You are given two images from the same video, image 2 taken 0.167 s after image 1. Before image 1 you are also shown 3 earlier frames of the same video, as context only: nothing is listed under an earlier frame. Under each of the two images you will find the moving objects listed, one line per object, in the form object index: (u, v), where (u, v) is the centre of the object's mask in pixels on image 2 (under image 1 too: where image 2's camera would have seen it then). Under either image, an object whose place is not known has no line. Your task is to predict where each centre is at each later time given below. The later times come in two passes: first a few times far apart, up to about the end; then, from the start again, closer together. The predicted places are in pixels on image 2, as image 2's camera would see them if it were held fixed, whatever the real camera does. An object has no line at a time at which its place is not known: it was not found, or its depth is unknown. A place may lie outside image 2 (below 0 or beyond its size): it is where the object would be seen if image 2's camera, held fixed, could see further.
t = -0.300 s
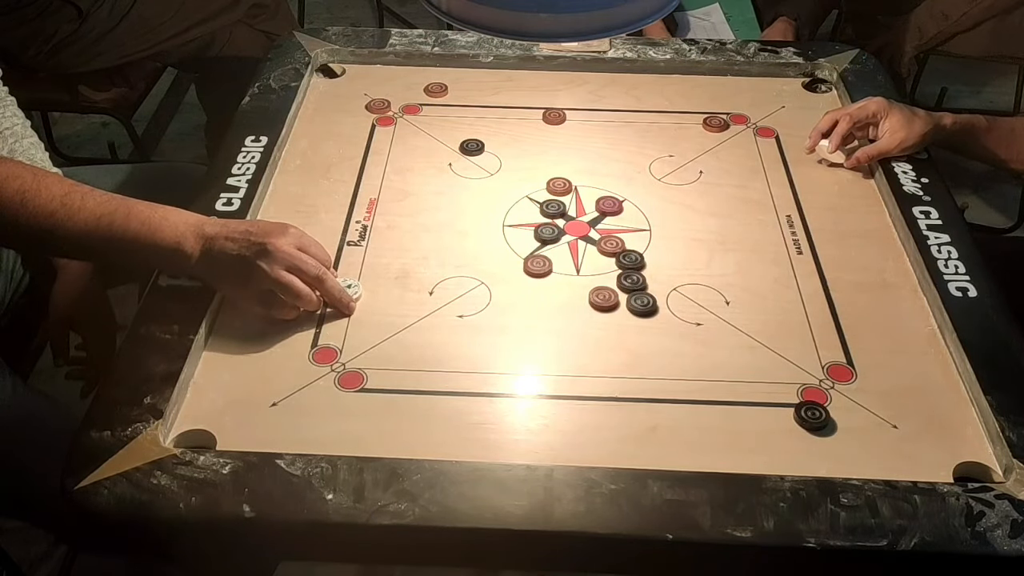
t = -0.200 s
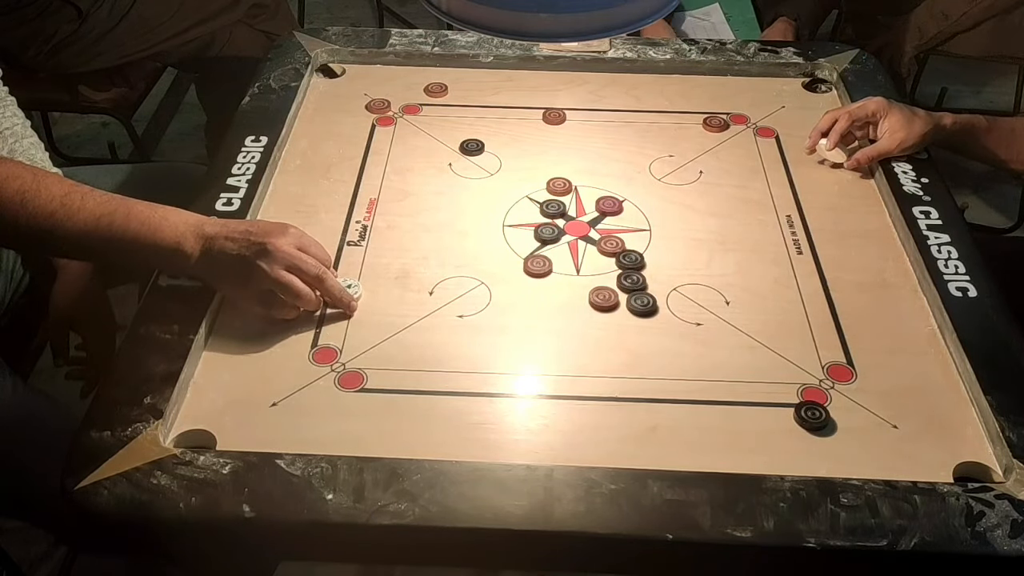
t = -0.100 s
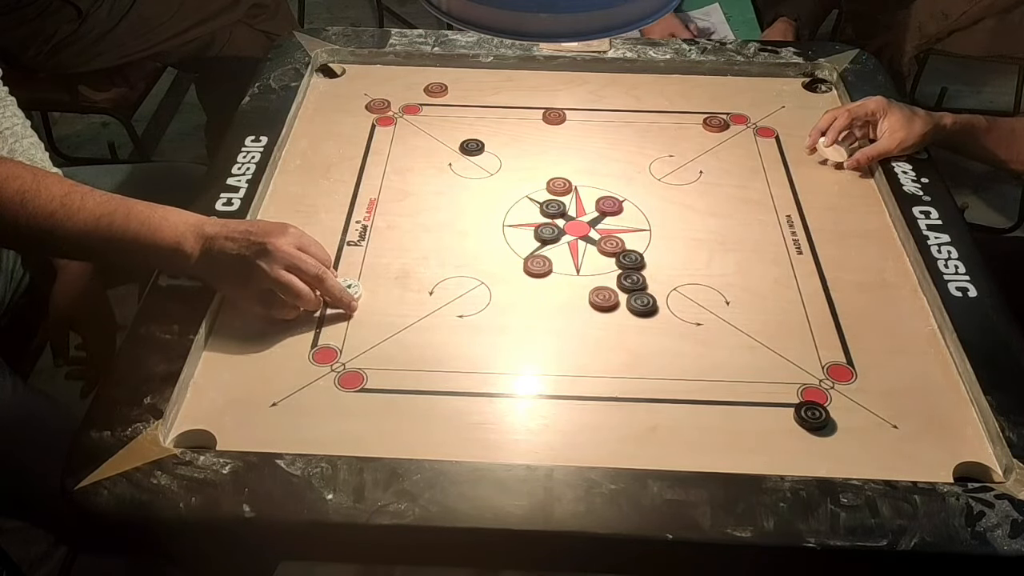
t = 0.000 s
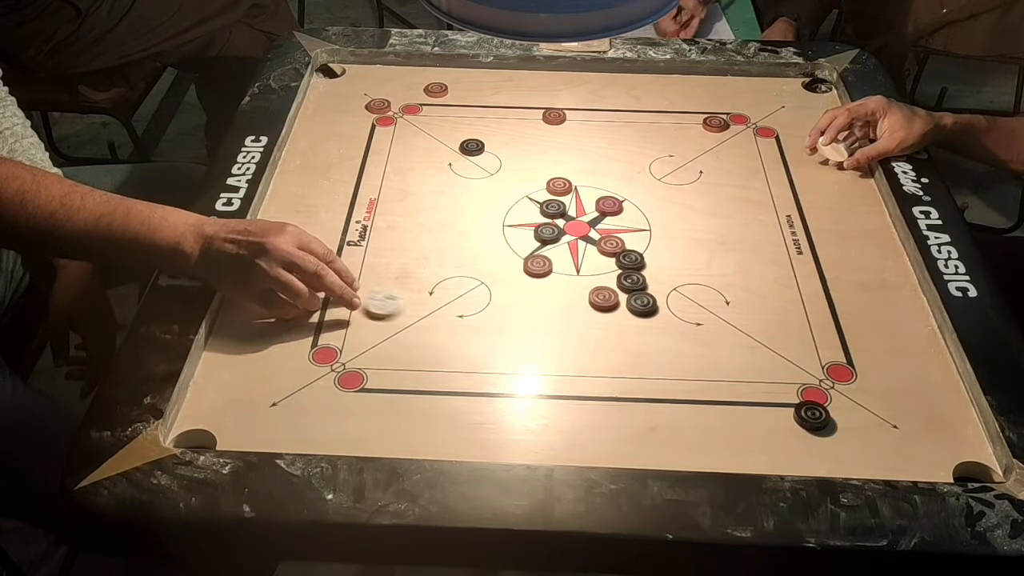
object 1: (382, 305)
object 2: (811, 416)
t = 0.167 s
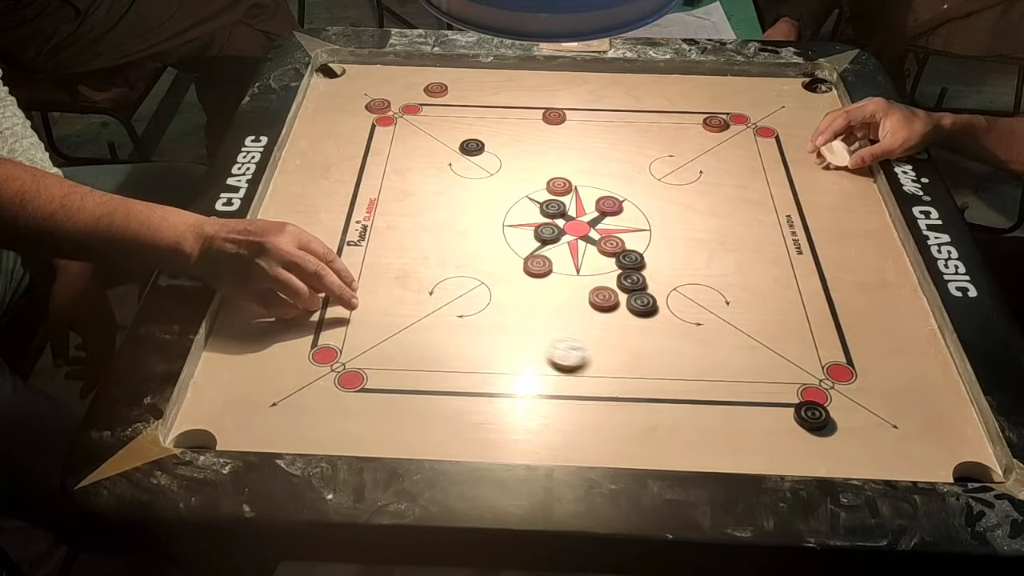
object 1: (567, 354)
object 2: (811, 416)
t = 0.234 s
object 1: (636, 374)
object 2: (811, 415)
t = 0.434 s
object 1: (791, 416)
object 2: (873, 428)
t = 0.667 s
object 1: (824, 427)
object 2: (915, 456)
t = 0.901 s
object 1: (824, 427)
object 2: (899, 458)
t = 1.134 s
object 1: (824, 427)
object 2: (899, 458)
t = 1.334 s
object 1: (824, 427)
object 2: (899, 458)
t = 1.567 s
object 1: (824, 427)
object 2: (899, 458)
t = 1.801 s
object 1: (825, 428)
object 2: (899, 458)
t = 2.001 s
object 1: (824, 427)
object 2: (899, 459)
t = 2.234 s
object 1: (825, 428)
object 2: (899, 458)
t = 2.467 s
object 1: (824, 427)
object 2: (899, 458)
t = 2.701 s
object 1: (825, 428)
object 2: (899, 458)
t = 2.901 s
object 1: (825, 427)
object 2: (899, 458)
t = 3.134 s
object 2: (899, 458)
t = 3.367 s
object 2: (899, 458)
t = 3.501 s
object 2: (899, 458)
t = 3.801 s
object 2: (899, 458)
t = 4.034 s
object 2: (899, 458)
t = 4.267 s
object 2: (899, 458)
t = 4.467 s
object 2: (899, 458)
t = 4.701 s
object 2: (899, 458)
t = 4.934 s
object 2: (899, 458)
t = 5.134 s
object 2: (899, 458)
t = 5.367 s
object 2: (899, 458)
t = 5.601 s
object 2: (899, 458)
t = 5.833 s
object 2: (899, 458)
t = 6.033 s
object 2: (899, 458)
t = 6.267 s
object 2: (899, 458)
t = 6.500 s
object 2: (899, 458)
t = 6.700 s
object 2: (899, 458)
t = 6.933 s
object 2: (899, 458)
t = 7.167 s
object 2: (899, 458)
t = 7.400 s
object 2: (899, 458)
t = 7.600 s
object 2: (899, 458)
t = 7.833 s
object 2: (899, 458)
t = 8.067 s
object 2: (899, 458)
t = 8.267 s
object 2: (899, 458)
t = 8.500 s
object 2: (899, 458)
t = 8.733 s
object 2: (899, 458)
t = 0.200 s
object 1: (602, 364)
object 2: (811, 415)
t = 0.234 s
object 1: (636, 374)
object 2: (811, 415)
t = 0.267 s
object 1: (670, 383)
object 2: (811, 415)
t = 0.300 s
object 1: (701, 391)
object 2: (811, 415)
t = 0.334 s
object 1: (733, 400)
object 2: (811, 415)
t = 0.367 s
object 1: (762, 408)
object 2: (811, 416)
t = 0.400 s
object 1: (780, 413)
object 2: (837, 421)
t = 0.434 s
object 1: (791, 416)
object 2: (873, 428)
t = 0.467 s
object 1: (801, 419)
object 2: (908, 434)
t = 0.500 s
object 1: (809, 422)
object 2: (943, 442)
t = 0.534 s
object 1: (815, 424)
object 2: (973, 447)
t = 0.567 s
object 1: (820, 426)
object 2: (956, 450)
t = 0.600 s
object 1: (823, 427)
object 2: (940, 453)
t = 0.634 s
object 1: (824, 427)
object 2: (926, 455)
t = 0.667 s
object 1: (824, 427)
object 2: (915, 456)
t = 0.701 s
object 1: (824, 427)
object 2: (907, 457)
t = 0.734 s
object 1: (824, 427)
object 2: (902, 458)
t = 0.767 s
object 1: (824, 427)
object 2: (899, 458)
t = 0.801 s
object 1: (824, 427)
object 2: (899, 458)
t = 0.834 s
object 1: (824, 427)
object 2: (899, 458)
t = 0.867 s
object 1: (824, 427)
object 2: (899, 458)
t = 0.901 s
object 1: (824, 427)
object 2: (899, 458)
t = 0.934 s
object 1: (824, 427)
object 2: (899, 458)
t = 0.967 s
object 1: (824, 427)
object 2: (899, 458)
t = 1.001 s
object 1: (824, 427)
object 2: (899, 458)
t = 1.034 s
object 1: (824, 427)
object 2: (899, 458)
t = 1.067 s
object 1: (824, 427)
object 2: (899, 458)
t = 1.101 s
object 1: (824, 427)
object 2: (899, 458)
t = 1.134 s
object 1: (824, 427)
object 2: (899, 458)
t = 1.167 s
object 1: (824, 427)
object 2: (899, 458)
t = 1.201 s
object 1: (824, 427)
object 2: (899, 458)
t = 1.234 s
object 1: (824, 427)
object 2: (899, 458)
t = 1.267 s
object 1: (824, 427)
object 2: (899, 458)
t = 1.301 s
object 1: (824, 427)
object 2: (899, 458)
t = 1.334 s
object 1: (824, 427)
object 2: (899, 458)
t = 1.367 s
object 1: (824, 427)
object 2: (899, 458)
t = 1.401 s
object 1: (824, 427)
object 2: (899, 459)
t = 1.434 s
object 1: (824, 427)
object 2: (899, 458)
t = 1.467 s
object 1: (824, 427)
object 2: (899, 458)
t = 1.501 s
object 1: (824, 427)
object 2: (899, 458)
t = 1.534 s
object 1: (824, 427)
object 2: (899, 458)
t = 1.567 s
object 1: (824, 427)
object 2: (899, 458)
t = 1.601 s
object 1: (824, 427)
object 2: (899, 458)
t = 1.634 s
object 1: (825, 428)
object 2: (899, 459)
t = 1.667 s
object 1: (824, 427)
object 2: (899, 458)
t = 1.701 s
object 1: (824, 428)
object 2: (899, 458)
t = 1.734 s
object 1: (824, 427)
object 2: (899, 458)
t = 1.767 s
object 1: (824, 427)
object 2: (899, 458)
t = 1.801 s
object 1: (825, 428)
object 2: (899, 458)
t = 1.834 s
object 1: (824, 428)
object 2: (899, 458)
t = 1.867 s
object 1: (824, 427)
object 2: (899, 458)
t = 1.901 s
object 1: (824, 427)
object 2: (899, 458)
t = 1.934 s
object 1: (824, 427)
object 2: (899, 458)
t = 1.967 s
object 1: (824, 427)
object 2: (899, 458)
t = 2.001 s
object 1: (824, 427)
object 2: (899, 459)
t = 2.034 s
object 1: (825, 428)
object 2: (899, 458)
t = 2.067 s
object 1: (825, 428)
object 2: (899, 458)
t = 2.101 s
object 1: (825, 429)
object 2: (899, 458)
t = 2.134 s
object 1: (824, 427)
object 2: (899, 458)
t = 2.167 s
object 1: (824, 427)
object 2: (899, 458)
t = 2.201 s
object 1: (824, 427)
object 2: (899, 458)
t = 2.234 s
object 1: (825, 428)
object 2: (899, 458)
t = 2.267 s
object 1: (825, 428)
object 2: (899, 458)
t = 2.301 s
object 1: (825, 428)
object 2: (899, 458)
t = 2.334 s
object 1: (825, 427)
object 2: (899, 458)
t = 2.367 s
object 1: (824, 427)
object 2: (899, 458)
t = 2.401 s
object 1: (824, 427)
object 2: (899, 458)
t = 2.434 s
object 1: (824, 427)
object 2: (899, 458)
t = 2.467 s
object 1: (824, 427)
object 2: (899, 458)
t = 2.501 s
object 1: (825, 427)
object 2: (899, 458)
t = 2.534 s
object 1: (825, 427)
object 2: (899, 458)
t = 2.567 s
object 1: (824, 427)
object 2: (899, 458)
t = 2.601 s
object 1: (824, 427)
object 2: (899, 458)
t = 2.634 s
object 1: (825, 427)
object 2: (899, 458)
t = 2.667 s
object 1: (824, 427)
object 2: (899, 458)
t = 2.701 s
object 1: (825, 428)
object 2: (899, 458)
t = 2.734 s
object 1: (825, 427)
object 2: (899, 458)
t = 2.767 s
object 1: (825, 427)
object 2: (899, 458)
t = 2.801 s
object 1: (824, 427)
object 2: (899, 458)
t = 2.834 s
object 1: (824, 427)
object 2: (899, 458)
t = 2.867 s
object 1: (824, 427)
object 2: (899, 458)
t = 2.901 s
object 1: (825, 427)
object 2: (899, 458)
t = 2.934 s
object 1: (825, 427)
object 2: (899, 458)
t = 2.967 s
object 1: (825, 427)
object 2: (899, 458)
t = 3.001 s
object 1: (825, 427)
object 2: (899, 458)
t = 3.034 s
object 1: (825, 427)
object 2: (899, 458)
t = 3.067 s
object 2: (899, 458)
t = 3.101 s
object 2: (899, 458)
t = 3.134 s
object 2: (899, 458)
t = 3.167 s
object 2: (899, 458)
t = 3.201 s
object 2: (899, 458)
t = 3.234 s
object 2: (899, 458)
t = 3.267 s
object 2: (899, 458)
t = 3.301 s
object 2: (899, 458)
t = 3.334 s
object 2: (899, 458)
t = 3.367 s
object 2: (899, 458)
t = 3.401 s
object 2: (899, 458)
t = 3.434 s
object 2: (899, 458)
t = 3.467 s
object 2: (899, 458)
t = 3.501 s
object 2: (899, 458)
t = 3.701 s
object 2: (899, 458)
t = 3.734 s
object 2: (899, 458)
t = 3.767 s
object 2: (899, 458)
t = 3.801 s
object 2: (899, 458)
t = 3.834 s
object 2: (899, 458)
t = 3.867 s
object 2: (899, 458)
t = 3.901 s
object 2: (899, 458)
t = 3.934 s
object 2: (899, 458)
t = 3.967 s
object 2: (899, 458)
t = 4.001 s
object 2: (899, 458)
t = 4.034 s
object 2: (899, 458)
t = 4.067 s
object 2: (899, 458)
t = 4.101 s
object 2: (899, 458)
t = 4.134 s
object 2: (899, 458)
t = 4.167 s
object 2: (899, 458)
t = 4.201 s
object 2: (899, 458)
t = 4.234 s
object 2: (899, 458)
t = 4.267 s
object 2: (899, 458)
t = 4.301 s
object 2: (899, 458)
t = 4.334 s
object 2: (899, 458)
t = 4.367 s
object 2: (899, 458)
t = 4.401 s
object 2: (899, 458)
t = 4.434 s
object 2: (899, 458)
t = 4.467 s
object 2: (899, 458)
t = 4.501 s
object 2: (899, 458)
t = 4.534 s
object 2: (899, 458)
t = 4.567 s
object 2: (899, 458)
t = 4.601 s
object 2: (899, 458)
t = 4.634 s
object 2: (899, 458)
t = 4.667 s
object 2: (899, 458)
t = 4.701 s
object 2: (899, 458)
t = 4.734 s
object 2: (899, 458)
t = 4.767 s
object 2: (899, 458)
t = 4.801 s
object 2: (899, 458)
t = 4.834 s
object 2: (899, 458)
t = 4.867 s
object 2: (899, 458)
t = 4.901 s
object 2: (899, 458)
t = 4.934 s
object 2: (899, 458)
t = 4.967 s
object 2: (899, 458)
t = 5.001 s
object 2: (899, 458)
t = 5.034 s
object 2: (899, 458)
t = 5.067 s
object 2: (899, 458)
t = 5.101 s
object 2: (899, 458)
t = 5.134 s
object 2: (899, 458)
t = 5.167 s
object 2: (899, 458)
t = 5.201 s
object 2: (899, 458)
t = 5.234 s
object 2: (899, 458)
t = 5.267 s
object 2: (899, 458)
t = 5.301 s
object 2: (899, 458)
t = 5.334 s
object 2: (899, 458)
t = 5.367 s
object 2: (899, 458)
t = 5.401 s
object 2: (899, 458)
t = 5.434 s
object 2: (899, 458)
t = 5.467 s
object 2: (899, 458)
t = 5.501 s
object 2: (899, 458)
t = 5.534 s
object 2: (899, 458)
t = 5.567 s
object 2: (899, 458)
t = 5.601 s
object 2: (899, 458)
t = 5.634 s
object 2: (899, 458)
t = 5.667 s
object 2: (899, 458)
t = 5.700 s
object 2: (899, 458)
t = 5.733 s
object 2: (899, 458)
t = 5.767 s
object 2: (899, 458)
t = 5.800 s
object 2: (899, 458)
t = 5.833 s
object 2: (899, 458)
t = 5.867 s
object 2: (899, 458)
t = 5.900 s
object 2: (899, 458)
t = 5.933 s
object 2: (899, 458)
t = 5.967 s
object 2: (899, 458)
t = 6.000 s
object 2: (899, 458)
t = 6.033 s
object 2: (899, 458)
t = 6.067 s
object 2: (899, 458)
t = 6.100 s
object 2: (899, 458)
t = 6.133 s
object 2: (899, 458)
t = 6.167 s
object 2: (899, 458)
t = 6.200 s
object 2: (899, 458)
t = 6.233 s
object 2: (899, 458)
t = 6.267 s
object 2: (899, 458)
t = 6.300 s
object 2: (899, 458)
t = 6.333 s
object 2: (899, 458)
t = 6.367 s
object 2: (899, 458)
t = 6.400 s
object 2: (899, 458)
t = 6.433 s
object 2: (899, 458)
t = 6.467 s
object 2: (899, 458)
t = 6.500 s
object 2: (899, 458)
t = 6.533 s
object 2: (899, 458)
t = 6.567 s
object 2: (899, 458)
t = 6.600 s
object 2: (899, 458)
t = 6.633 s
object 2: (899, 458)
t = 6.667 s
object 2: (899, 458)
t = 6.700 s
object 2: (899, 458)
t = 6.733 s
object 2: (899, 458)
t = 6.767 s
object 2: (899, 458)
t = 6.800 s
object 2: (899, 458)
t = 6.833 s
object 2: (899, 458)
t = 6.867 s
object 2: (899, 458)
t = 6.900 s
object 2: (899, 458)
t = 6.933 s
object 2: (899, 458)
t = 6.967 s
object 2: (899, 458)
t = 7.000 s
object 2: (899, 458)
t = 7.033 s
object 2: (899, 458)
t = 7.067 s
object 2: (899, 458)
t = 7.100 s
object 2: (899, 458)
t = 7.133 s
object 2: (899, 458)
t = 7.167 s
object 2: (899, 458)
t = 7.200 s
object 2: (899, 458)
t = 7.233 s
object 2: (899, 458)
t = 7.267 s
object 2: (899, 458)
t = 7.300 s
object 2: (899, 458)
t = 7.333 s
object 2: (899, 458)
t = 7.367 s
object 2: (899, 458)
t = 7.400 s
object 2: (899, 458)
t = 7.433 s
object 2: (899, 458)
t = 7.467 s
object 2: (899, 458)
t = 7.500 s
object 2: (899, 458)
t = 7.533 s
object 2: (899, 458)
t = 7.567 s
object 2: (899, 458)
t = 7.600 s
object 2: (899, 458)
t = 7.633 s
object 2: (899, 458)
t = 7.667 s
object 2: (899, 458)
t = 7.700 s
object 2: (899, 458)
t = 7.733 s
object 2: (899, 458)
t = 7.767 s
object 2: (899, 458)
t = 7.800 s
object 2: (899, 458)
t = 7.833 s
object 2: (899, 458)
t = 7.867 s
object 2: (899, 458)
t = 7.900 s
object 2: (899, 458)
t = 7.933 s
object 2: (899, 458)
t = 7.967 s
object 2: (899, 458)
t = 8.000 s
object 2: (899, 458)
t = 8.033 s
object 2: (899, 458)
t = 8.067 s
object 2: (899, 458)
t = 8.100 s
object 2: (899, 458)
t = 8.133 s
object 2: (899, 458)
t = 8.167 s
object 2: (899, 458)
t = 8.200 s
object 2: (899, 458)
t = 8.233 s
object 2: (899, 458)
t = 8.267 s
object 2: (899, 458)
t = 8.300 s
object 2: (899, 458)
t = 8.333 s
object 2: (899, 458)
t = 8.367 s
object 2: (899, 458)
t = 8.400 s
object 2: (899, 458)
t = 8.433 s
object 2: (899, 458)
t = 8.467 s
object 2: (899, 458)
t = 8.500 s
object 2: (899, 458)
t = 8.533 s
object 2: (899, 458)
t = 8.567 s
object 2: (899, 458)
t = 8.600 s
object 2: (899, 458)
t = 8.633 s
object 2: (899, 458)
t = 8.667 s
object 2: (899, 458)
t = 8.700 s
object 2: (899, 458)
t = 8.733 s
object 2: (899, 458)
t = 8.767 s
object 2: (899, 458)
